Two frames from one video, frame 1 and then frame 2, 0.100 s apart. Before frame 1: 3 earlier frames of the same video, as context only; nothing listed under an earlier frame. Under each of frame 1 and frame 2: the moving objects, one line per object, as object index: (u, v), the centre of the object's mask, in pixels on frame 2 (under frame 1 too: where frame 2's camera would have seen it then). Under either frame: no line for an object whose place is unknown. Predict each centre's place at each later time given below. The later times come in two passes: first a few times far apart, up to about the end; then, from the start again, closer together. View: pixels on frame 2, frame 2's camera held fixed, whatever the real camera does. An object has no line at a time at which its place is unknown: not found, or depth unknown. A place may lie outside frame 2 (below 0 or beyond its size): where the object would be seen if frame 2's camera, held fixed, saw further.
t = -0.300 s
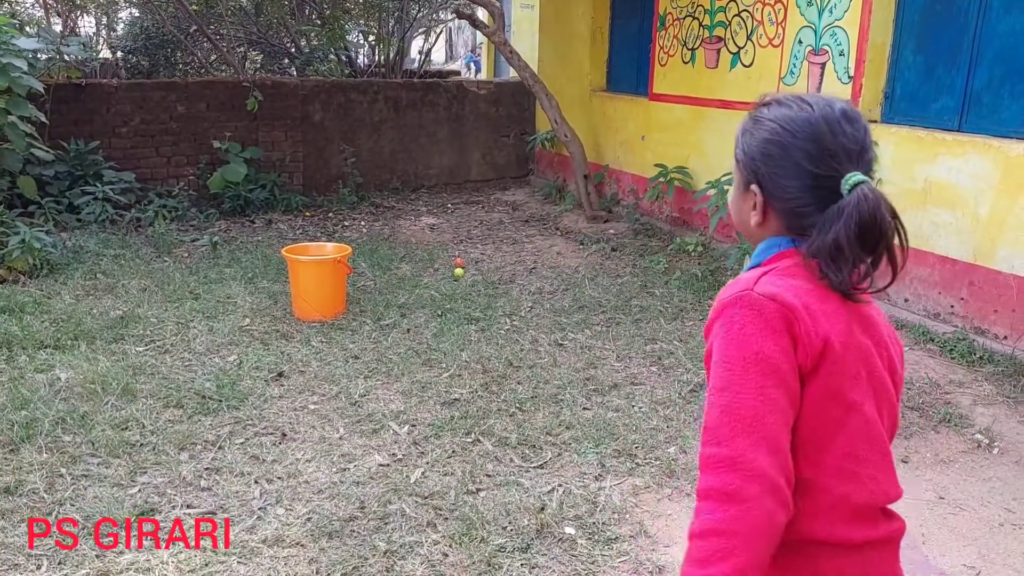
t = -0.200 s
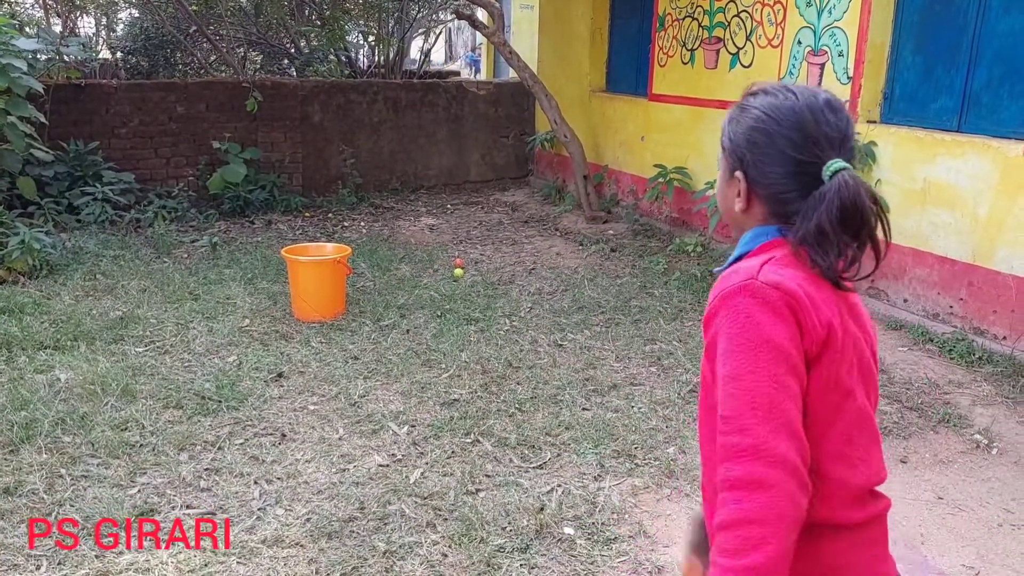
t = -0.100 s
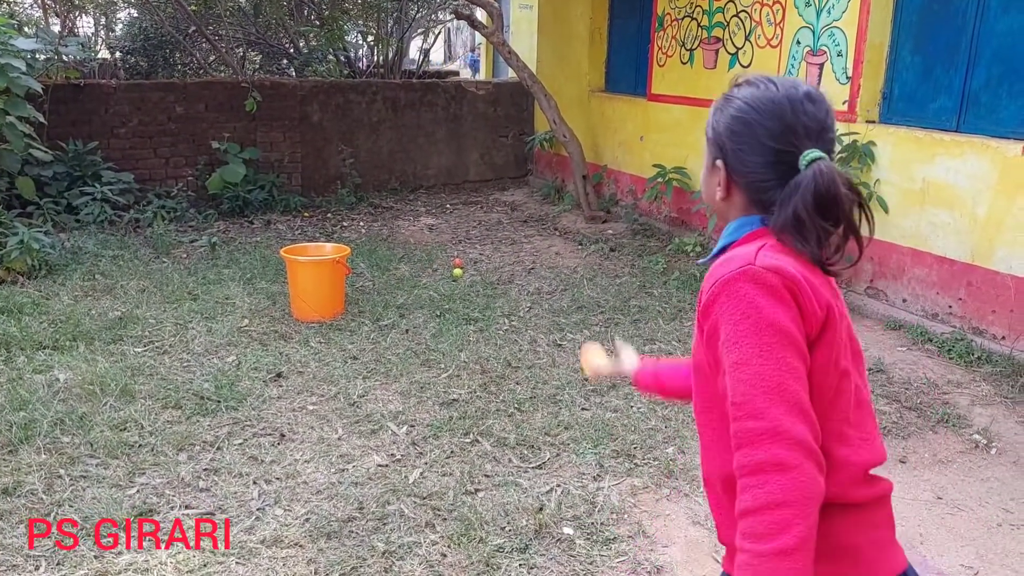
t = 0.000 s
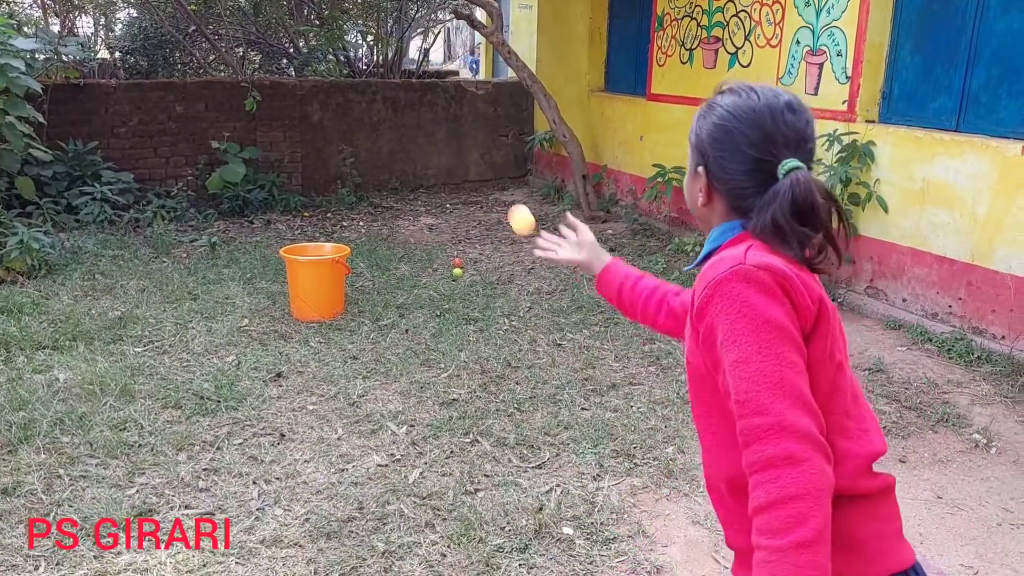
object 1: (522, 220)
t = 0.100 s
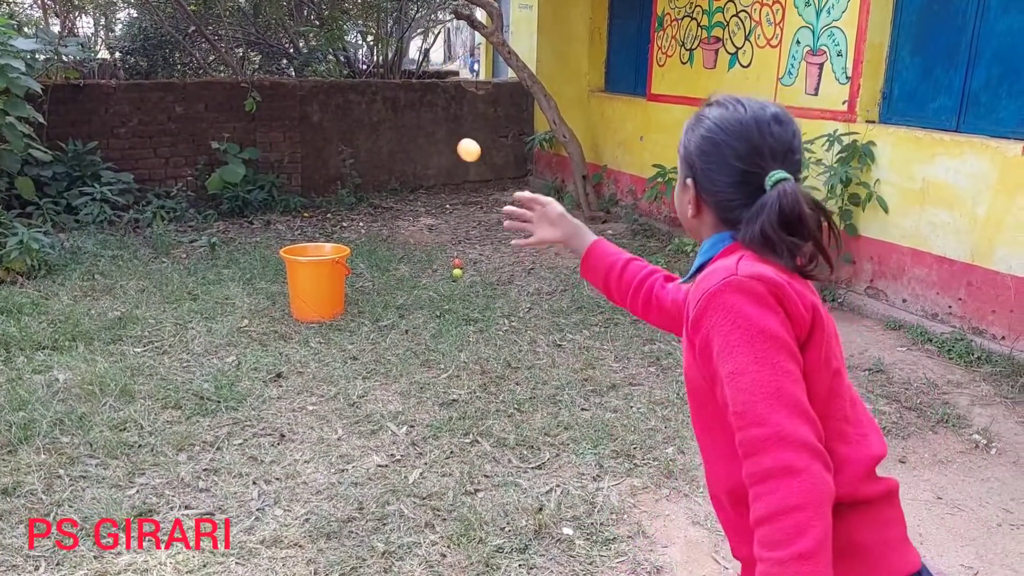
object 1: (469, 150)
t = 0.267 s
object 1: (413, 135)
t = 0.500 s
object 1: (371, 231)
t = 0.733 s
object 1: (350, 261)
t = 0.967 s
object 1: (333, 243)
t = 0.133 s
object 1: (455, 138)
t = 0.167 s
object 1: (442, 131)
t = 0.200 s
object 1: (432, 129)
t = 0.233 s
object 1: (422, 130)
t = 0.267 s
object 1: (413, 135)
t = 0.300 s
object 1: (404, 142)
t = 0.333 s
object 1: (397, 152)
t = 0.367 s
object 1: (391, 164)
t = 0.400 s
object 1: (385, 178)
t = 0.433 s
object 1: (380, 195)
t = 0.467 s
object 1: (375, 213)
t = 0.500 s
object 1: (371, 231)
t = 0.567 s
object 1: (363, 272)
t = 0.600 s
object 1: (360, 294)
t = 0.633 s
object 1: (358, 299)
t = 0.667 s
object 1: (354, 283)
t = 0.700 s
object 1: (353, 269)
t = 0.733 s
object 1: (350, 261)
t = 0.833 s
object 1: (342, 240)
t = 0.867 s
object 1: (339, 239)
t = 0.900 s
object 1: (338, 238)
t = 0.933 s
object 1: (335, 240)
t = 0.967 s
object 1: (333, 243)
